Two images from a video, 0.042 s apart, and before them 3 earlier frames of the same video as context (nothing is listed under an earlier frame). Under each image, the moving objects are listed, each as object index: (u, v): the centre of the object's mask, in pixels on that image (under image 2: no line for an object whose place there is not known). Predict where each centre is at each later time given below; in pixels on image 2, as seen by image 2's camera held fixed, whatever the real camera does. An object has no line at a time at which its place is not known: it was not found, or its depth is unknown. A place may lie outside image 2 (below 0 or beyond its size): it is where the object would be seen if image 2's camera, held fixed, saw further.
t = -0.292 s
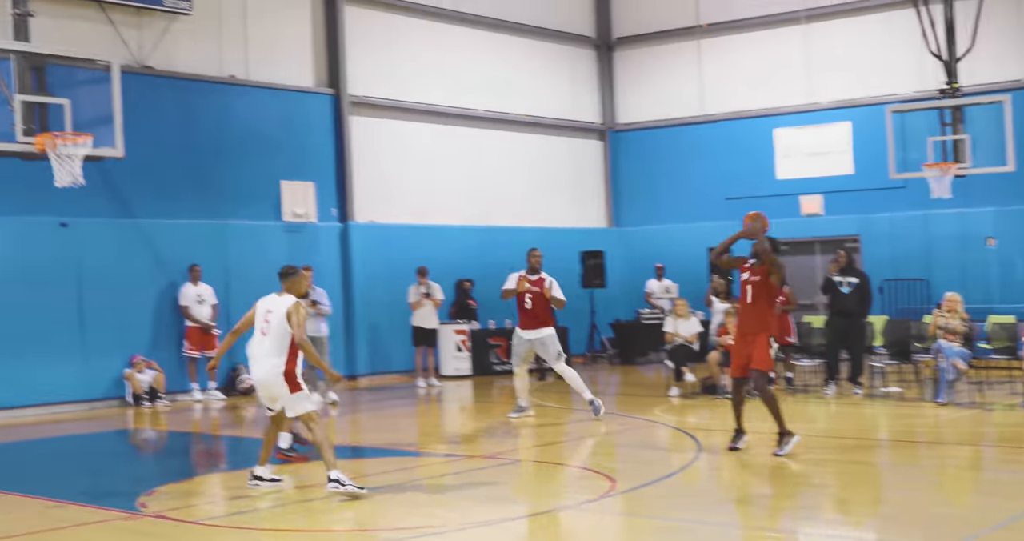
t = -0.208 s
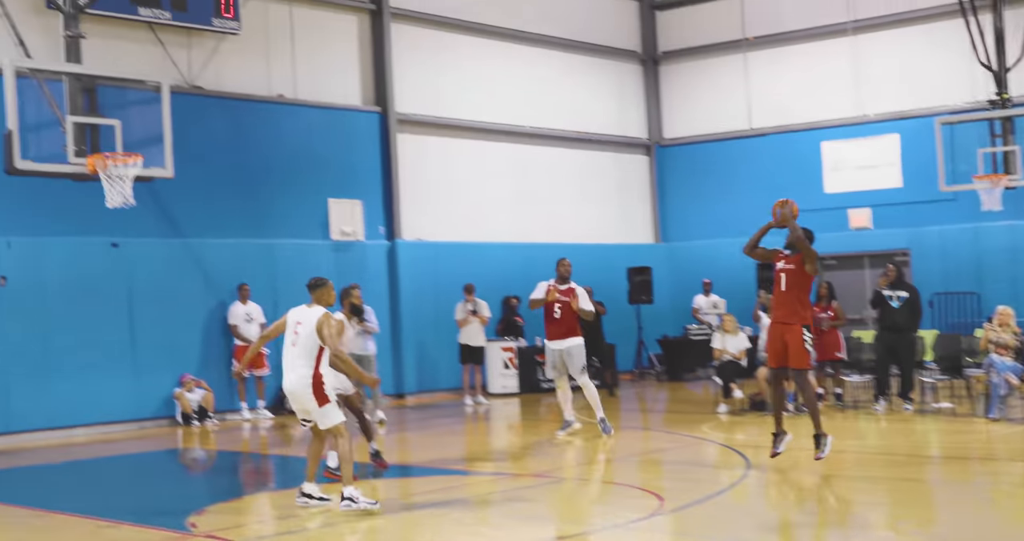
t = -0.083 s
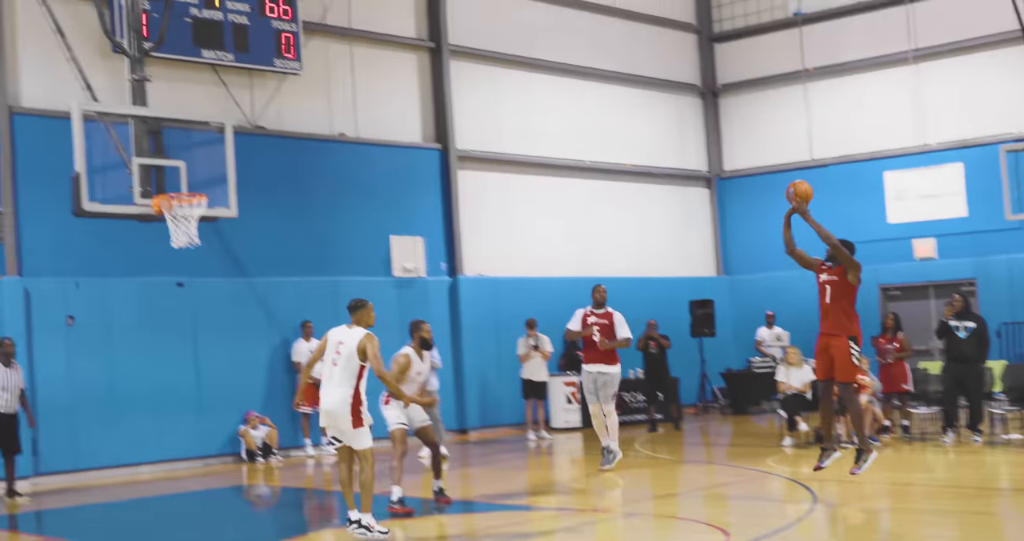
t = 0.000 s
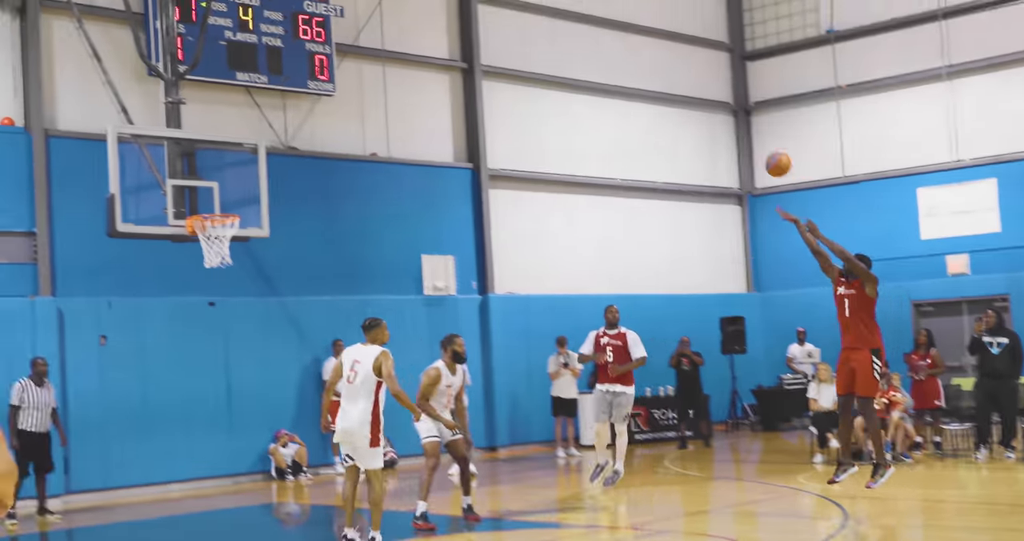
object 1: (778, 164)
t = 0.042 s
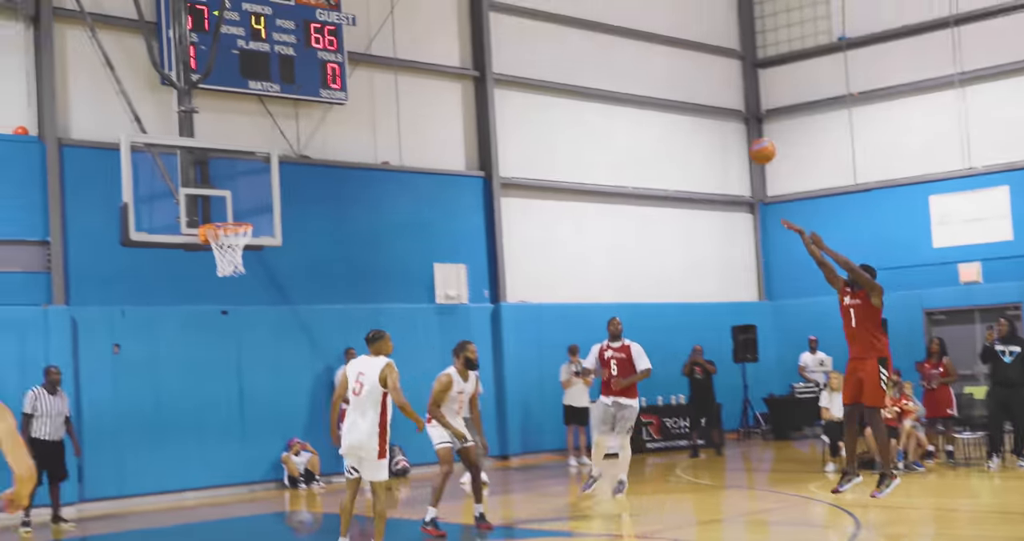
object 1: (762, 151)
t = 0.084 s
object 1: (736, 132)
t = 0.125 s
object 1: (709, 117)
